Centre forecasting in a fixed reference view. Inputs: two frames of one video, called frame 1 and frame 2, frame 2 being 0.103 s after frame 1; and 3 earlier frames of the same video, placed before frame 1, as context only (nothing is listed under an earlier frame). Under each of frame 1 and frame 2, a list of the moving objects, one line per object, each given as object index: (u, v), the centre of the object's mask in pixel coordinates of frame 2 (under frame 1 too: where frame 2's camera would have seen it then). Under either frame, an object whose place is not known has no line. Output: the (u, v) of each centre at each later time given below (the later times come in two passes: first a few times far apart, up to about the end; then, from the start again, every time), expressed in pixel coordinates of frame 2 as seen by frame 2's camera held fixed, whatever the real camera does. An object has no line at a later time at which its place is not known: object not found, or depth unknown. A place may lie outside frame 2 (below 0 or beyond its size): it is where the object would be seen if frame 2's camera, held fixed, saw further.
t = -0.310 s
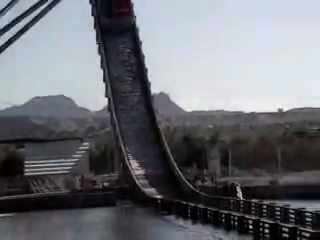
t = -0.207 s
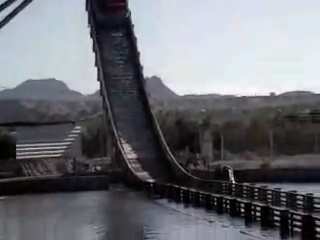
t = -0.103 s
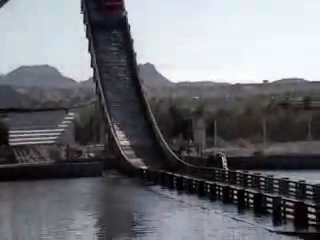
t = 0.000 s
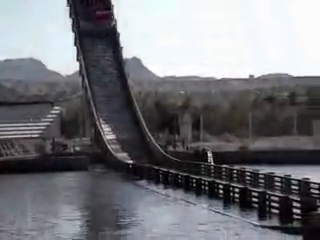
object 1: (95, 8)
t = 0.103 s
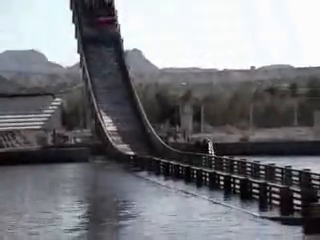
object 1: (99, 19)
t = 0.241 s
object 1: (102, 32)
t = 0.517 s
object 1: (112, 73)
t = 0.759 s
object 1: (124, 110)
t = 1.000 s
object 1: (136, 127)
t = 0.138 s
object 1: (99, 22)
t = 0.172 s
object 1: (100, 26)
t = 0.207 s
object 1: (101, 29)
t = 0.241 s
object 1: (102, 32)
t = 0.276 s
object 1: (103, 37)
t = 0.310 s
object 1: (104, 41)
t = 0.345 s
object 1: (105, 46)
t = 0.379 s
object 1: (107, 52)
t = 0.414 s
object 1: (108, 56)
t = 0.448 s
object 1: (110, 63)
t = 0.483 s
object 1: (111, 68)
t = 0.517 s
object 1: (112, 73)
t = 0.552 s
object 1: (114, 80)
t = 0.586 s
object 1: (115, 86)
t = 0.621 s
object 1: (118, 93)
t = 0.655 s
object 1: (121, 103)
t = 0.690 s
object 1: (120, 101)
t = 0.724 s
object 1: (123, 107)
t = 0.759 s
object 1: (124, 110)
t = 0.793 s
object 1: (126, 113)
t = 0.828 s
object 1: (127, 117)
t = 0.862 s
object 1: (128, 119)
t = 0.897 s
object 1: (130, 120)
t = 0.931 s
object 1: (132, 123)
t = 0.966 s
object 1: (134, 125)
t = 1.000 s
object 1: (136, 127)
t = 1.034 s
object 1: (137, 130)
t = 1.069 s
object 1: (140, 132)
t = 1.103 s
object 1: (145, 127)
